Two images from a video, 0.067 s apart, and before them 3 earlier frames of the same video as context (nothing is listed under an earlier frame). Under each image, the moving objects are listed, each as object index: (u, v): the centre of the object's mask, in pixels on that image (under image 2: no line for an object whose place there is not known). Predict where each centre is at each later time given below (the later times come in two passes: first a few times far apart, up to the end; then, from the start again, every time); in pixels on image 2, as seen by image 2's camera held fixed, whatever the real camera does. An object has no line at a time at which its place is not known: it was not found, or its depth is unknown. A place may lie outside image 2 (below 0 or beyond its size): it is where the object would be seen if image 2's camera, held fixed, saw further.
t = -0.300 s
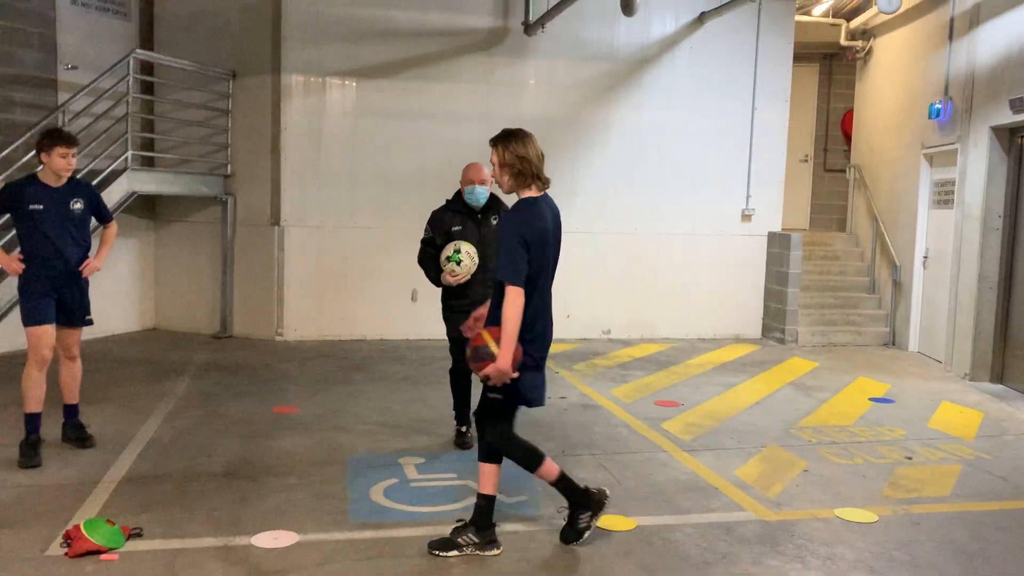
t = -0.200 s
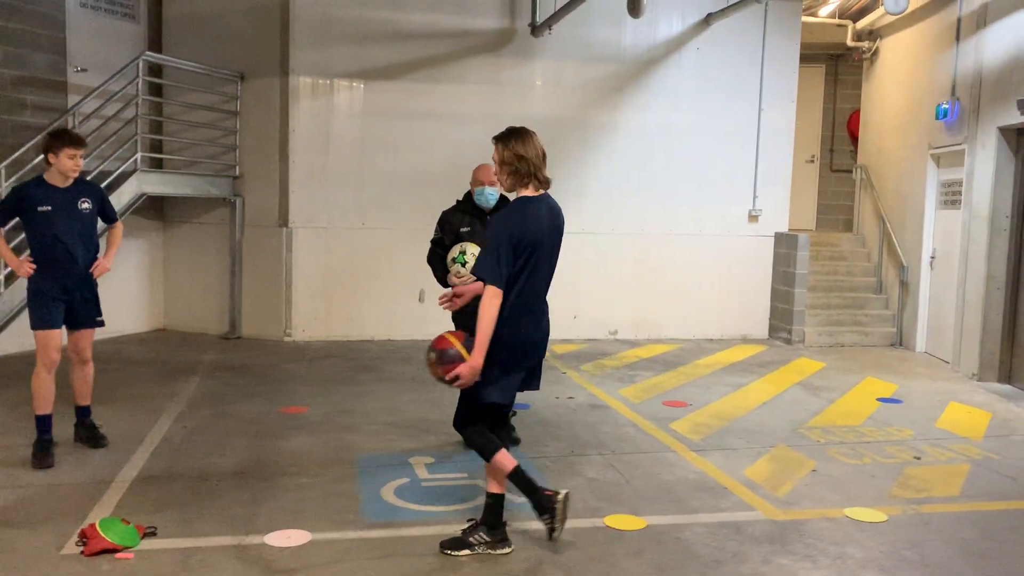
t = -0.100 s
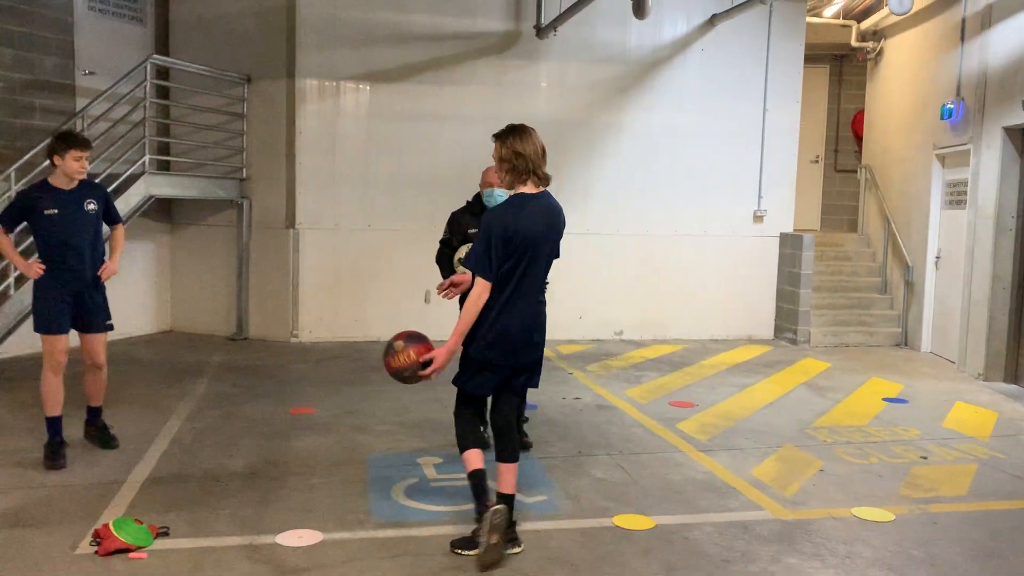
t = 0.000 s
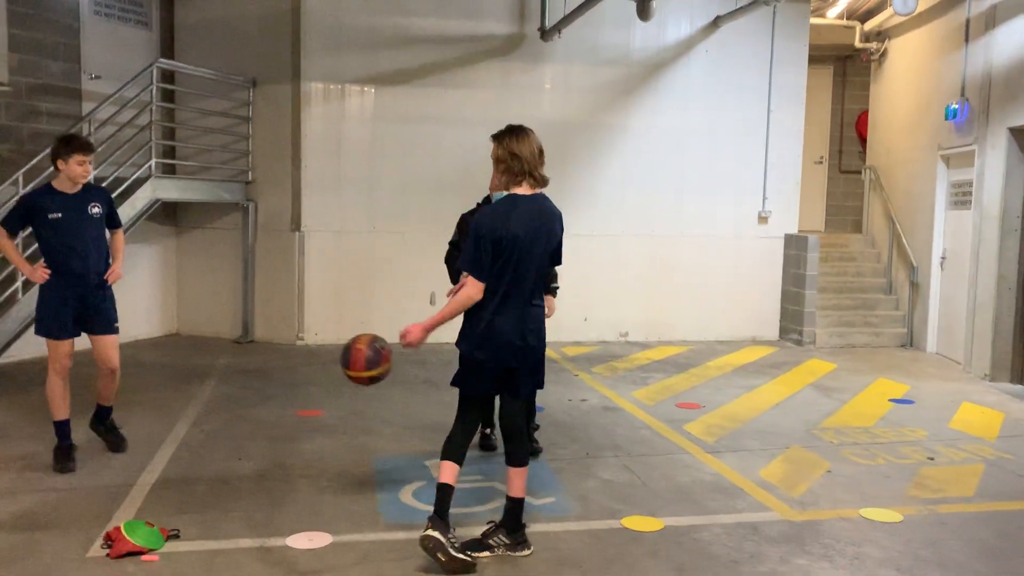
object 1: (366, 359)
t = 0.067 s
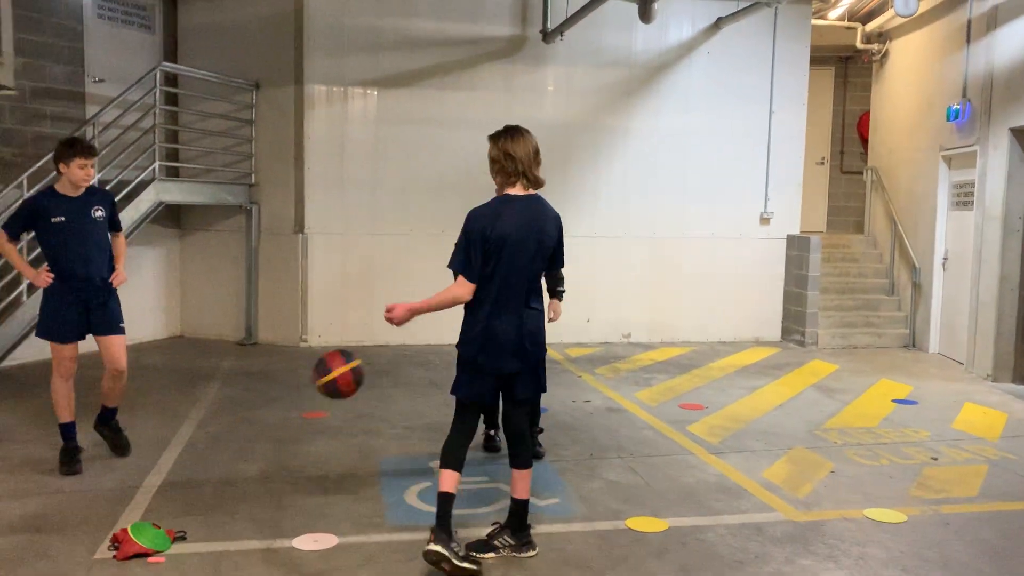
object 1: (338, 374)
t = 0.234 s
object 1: (261, 445)
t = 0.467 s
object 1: (184, 420)
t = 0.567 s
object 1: (159, 389)
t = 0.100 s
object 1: (322, 384)
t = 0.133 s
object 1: (306, 396)
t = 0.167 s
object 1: (291, 411)
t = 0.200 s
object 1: (276, 426)
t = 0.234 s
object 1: (261, 445)
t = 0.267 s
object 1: (247, 465)
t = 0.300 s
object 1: (232, 485)
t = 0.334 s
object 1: (220, 497)
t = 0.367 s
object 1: (211, 472)
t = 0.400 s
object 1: (201, 452)
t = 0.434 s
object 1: (193, 435)
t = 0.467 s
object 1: (184, 420)
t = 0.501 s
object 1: (175, 407)
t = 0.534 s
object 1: (167, 398)
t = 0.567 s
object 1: (159, 389)
